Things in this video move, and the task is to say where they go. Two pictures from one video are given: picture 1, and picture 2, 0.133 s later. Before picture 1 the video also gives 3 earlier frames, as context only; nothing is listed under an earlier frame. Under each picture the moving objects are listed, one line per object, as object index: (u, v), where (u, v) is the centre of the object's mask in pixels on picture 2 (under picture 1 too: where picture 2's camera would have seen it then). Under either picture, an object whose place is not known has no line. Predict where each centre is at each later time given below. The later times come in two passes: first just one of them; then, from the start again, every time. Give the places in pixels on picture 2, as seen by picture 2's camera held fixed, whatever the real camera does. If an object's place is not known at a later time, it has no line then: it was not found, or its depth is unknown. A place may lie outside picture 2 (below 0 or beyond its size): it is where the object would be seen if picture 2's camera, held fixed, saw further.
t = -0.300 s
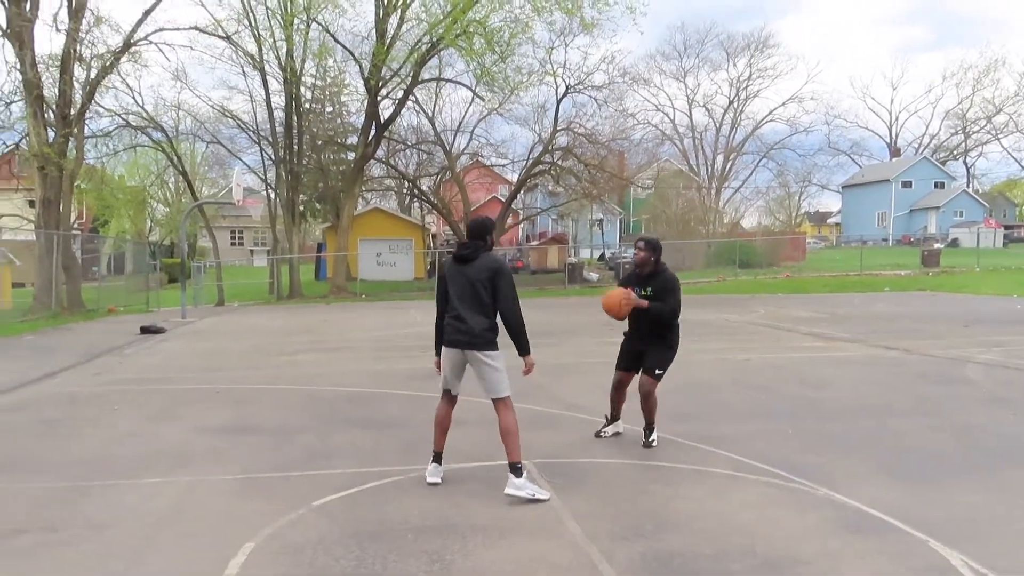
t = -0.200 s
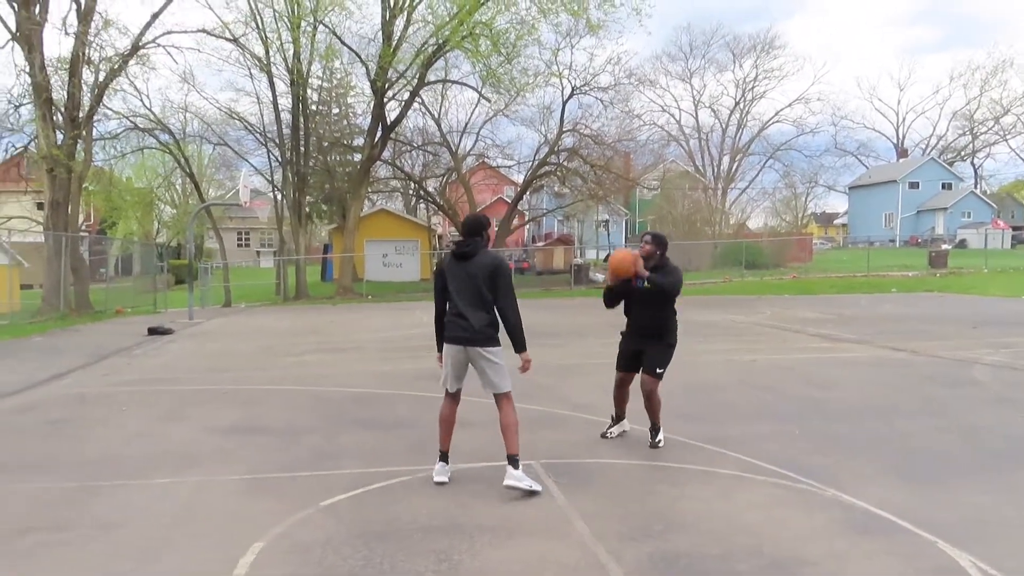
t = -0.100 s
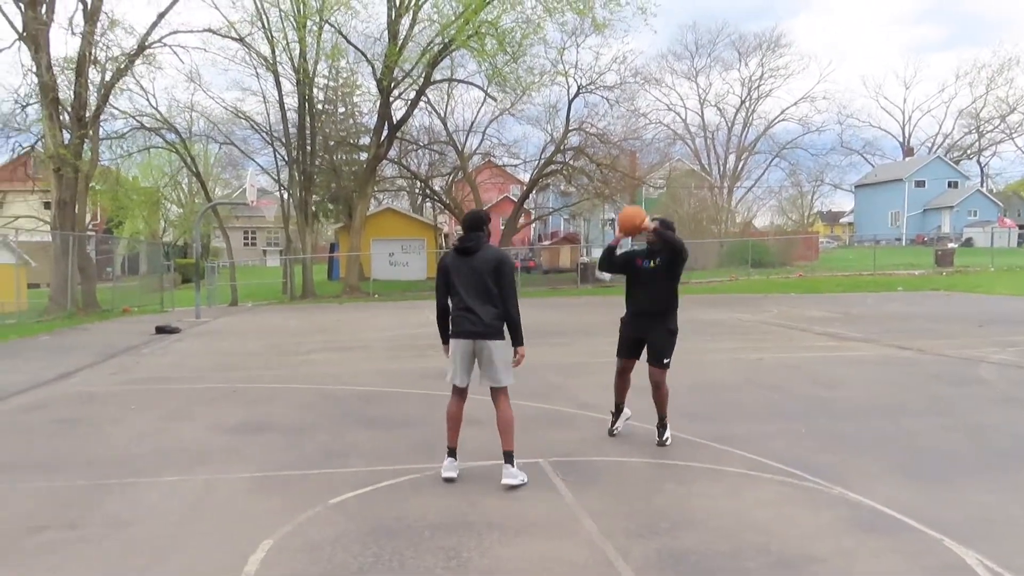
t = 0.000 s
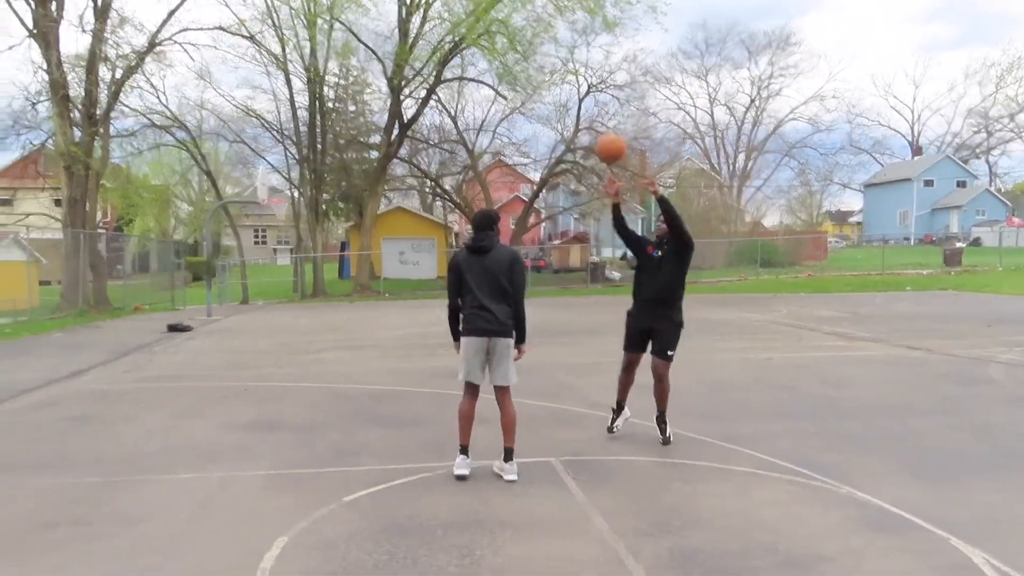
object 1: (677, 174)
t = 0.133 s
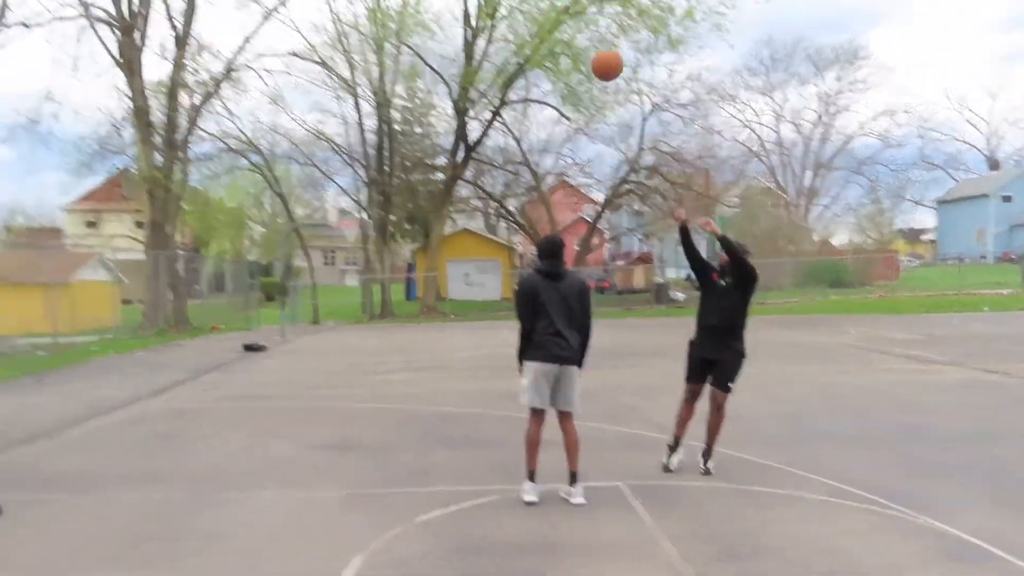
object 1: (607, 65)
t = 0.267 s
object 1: (532, -25)
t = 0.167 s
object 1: (589, 41)
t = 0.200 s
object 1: (571, 17)
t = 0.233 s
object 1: (552, -4)
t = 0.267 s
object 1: (532, -25)
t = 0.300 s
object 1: (514, -45)
